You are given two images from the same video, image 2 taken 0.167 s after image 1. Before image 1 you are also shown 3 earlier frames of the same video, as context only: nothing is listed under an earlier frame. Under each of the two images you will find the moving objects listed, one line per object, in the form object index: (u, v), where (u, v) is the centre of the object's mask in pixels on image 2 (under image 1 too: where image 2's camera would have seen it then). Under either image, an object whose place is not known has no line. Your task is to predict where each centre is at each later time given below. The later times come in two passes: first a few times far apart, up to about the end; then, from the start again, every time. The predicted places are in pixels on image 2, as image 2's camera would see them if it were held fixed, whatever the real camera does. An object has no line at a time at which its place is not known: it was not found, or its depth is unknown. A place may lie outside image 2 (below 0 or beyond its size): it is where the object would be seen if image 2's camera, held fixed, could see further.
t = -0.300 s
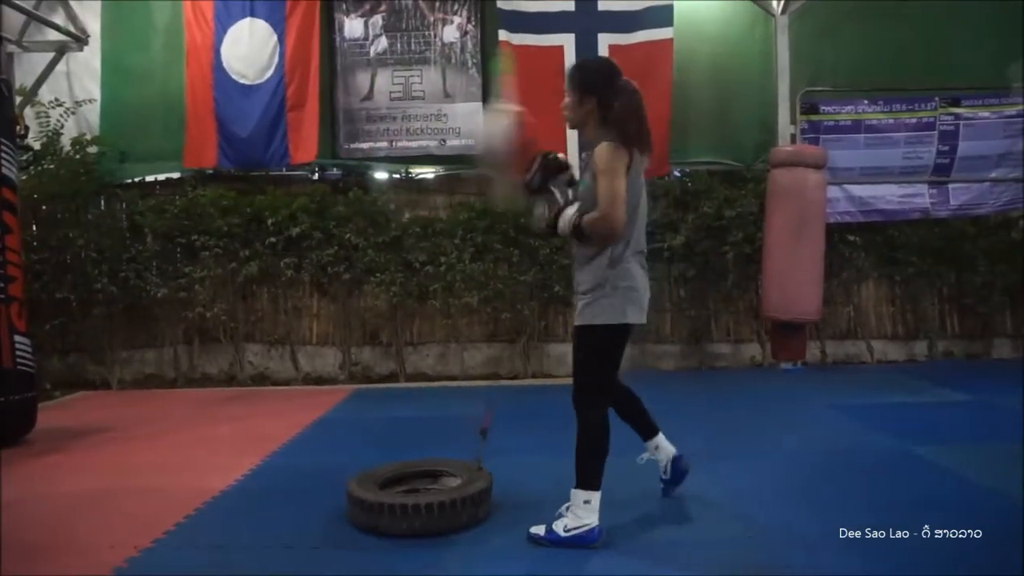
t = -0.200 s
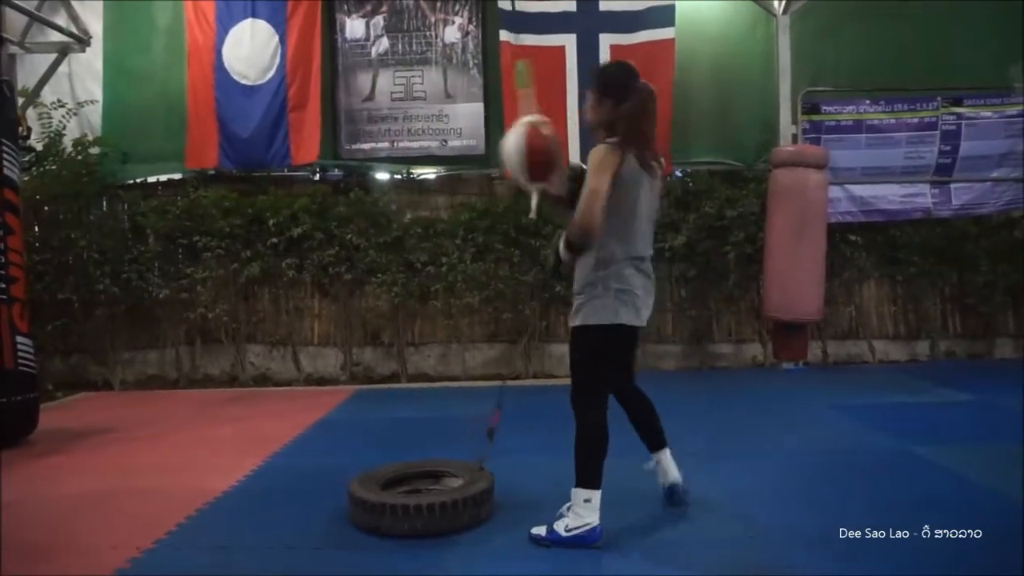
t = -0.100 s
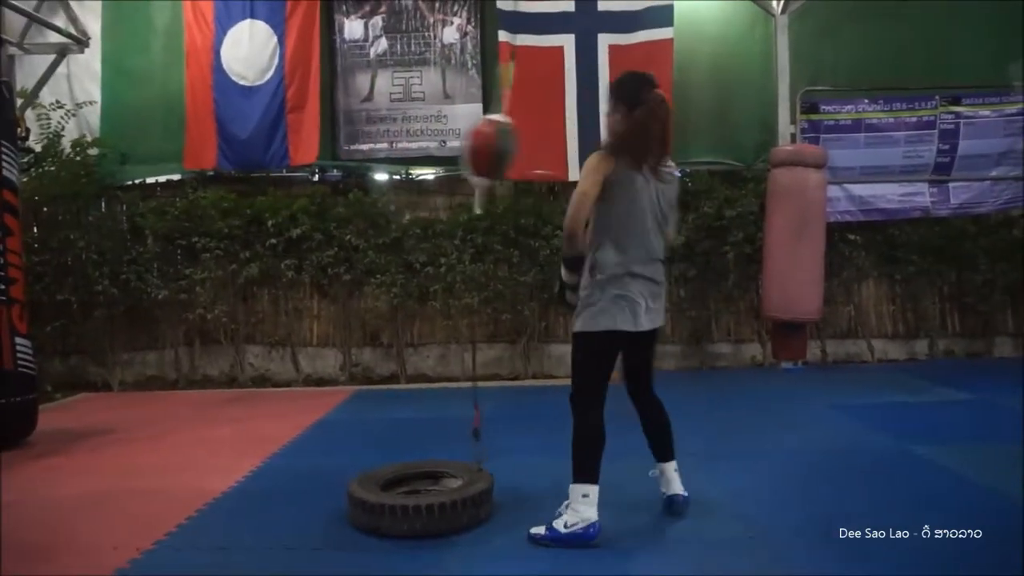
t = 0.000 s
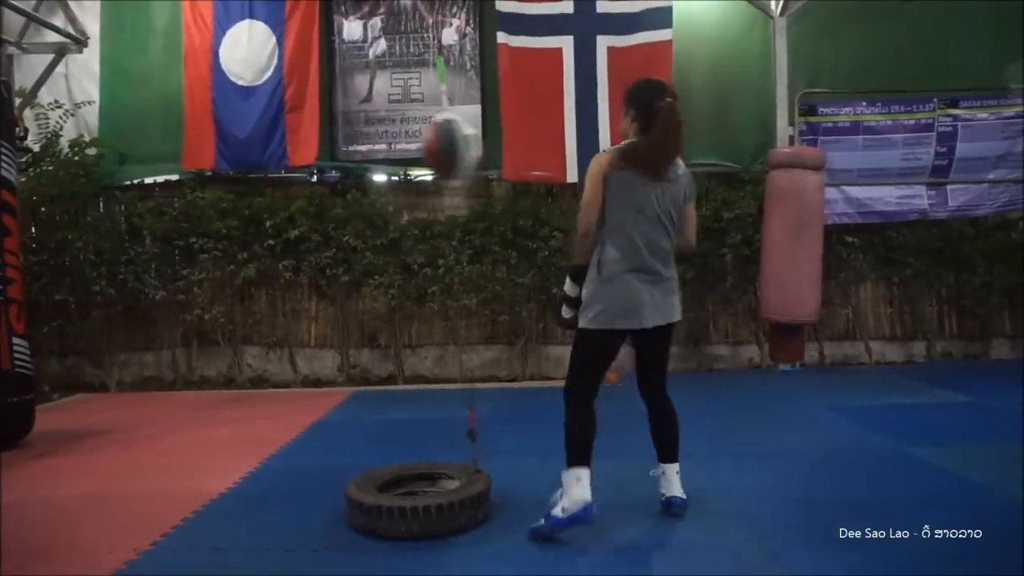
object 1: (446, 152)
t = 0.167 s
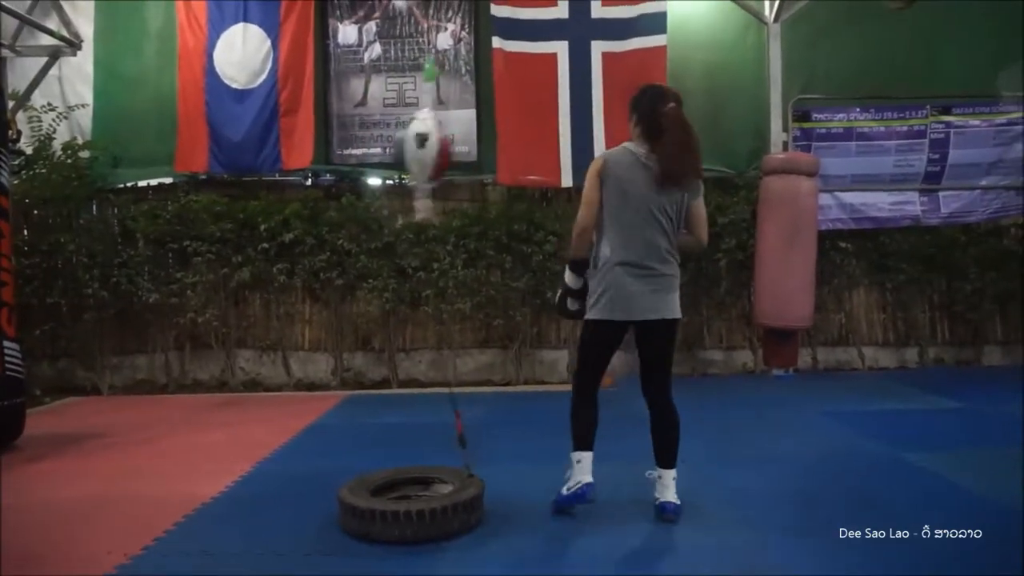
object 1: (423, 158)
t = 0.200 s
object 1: (439, 156)
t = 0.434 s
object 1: (519, 157)
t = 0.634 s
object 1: (464, 156)
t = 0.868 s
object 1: (431, 156)
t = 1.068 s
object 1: (501, 151)
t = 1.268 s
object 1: (484, 159)
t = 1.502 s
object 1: (424, 153)
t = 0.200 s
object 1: (439, 156)
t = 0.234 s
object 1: (452, 152)
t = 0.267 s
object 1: (465, 148)
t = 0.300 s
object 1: (479, 151)
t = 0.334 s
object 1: (489, 153)
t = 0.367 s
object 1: (502, 153)
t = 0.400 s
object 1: (512, 153)
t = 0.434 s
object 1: (519, 157)
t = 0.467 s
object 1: (521, 159)
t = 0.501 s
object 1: (514, 162)
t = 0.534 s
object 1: (503, 162)
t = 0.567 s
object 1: (489, 159)
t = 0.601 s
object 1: (475, 156)
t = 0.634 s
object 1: (464, 156)
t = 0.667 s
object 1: (452, 158)
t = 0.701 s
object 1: (441, 157)
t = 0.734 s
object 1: (431, 156)
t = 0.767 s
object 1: (424, 157)
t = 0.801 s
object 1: (419, 156)
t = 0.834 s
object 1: (422, 156)
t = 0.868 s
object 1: (431, 156)
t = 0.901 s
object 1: (443, 152)
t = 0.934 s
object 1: (457, 150)
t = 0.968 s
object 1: (469, 149)
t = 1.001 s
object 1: (483, 151)
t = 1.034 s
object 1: (493, 151)
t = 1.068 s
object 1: (501, 151)
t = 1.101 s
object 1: (507, 153)
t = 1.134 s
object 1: (512, 156)
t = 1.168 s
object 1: (512, 157)
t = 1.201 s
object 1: (506, 159)
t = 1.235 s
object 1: (496, 160)
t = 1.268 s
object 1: (484, 159)
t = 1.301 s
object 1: (470, 158)
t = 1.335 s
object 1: (456, 158)
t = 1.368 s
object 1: (448, 157)
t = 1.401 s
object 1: (440, 155)
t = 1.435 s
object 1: (433, 155)
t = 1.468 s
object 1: (427, 154)
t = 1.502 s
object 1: (424, 153)
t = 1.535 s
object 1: (426, 153)
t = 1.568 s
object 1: (434, 152)
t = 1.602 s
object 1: (446, 151)
